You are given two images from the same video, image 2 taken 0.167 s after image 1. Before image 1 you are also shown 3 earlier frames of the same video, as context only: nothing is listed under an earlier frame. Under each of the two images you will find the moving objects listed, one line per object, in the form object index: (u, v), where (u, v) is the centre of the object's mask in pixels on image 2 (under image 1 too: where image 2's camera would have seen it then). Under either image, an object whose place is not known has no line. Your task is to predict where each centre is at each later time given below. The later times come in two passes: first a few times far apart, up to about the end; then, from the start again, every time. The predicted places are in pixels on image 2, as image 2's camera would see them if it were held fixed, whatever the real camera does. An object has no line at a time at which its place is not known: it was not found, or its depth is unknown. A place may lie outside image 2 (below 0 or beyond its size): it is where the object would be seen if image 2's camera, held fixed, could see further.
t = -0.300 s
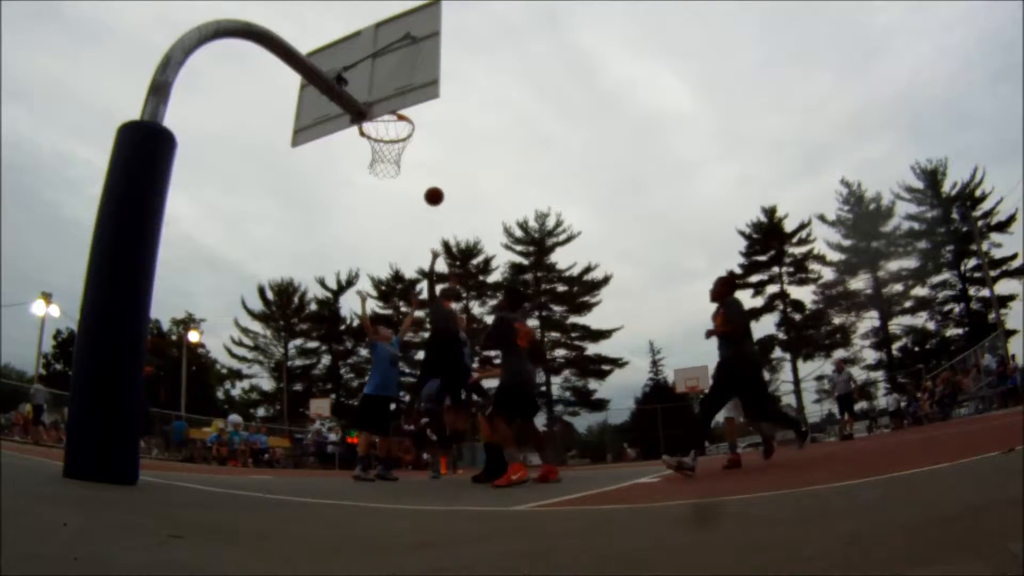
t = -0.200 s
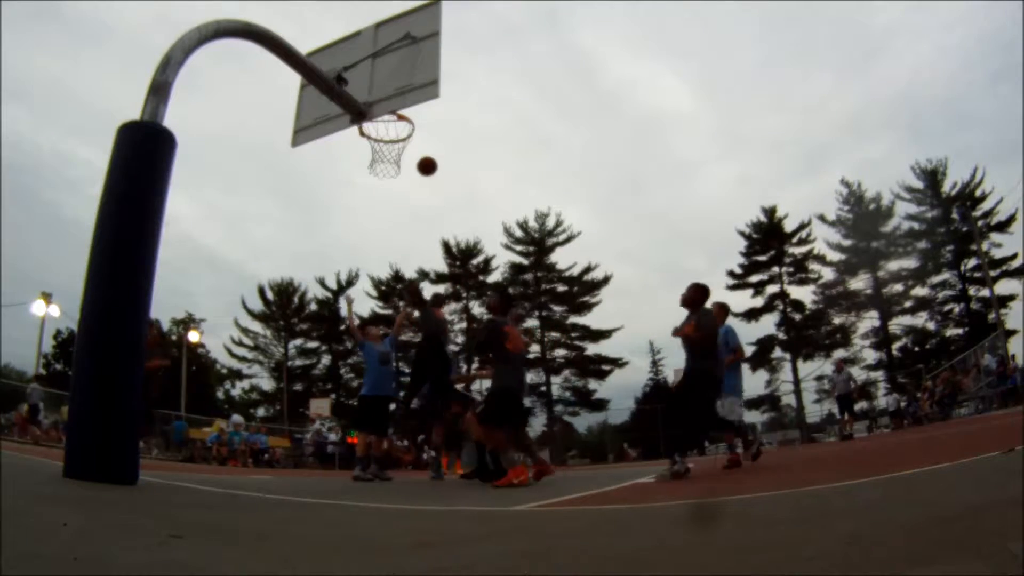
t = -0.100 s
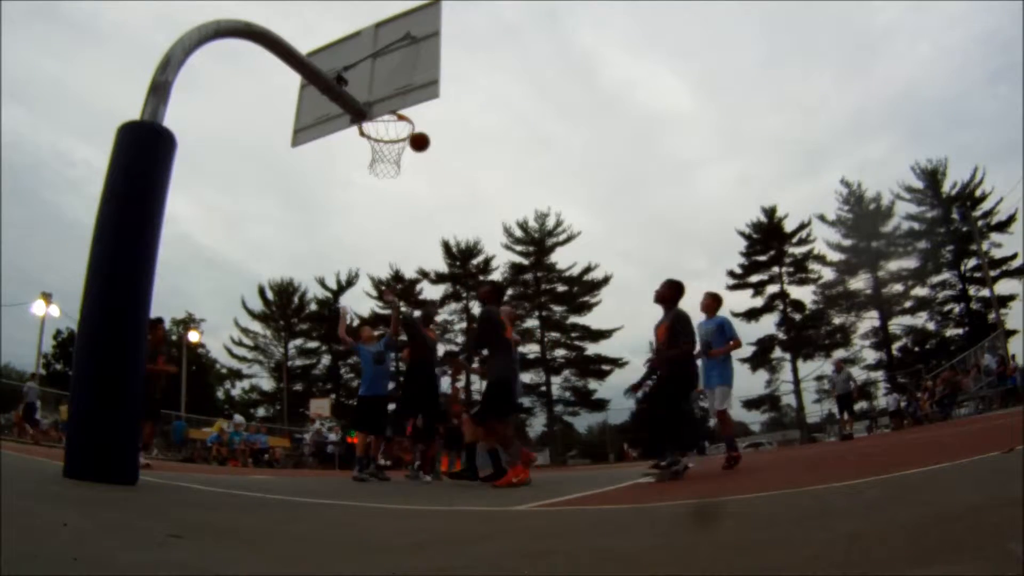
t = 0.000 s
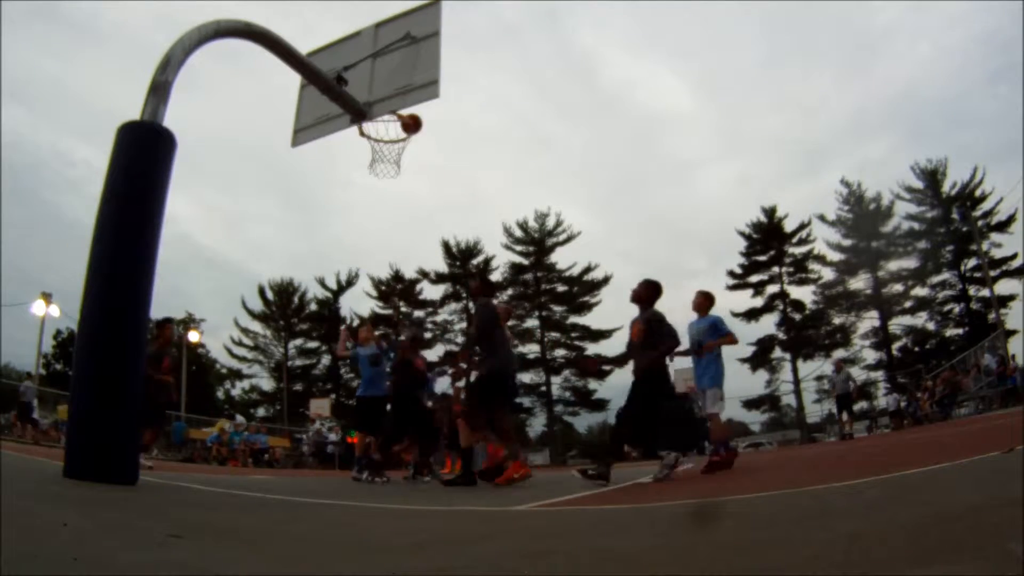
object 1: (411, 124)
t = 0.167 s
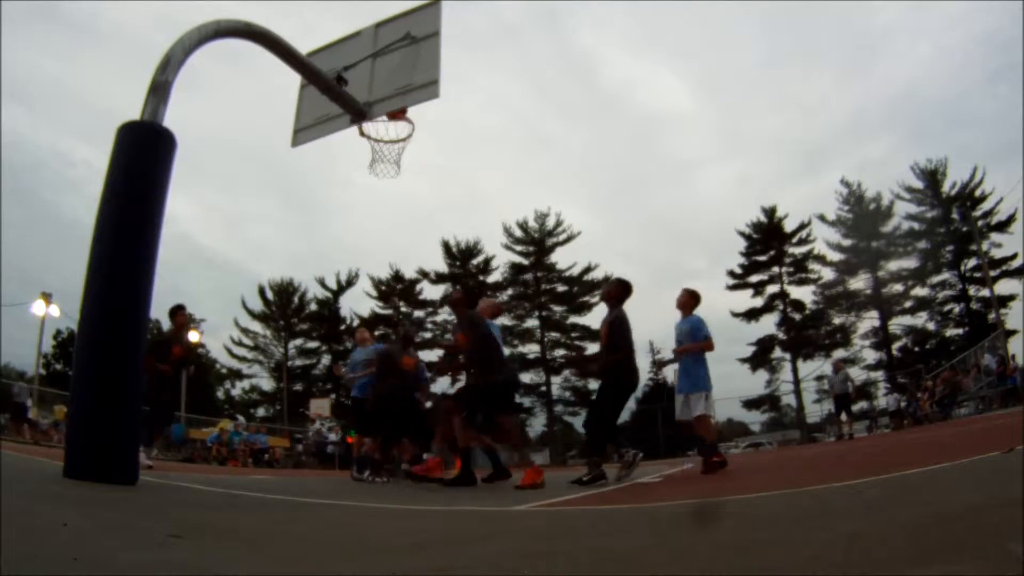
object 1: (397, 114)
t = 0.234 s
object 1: (392, 116)
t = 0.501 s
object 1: (413, 129)
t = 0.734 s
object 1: (442, 167)
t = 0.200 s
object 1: (394, 115)
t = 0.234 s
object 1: (392, 116)
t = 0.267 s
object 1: (387, 117)
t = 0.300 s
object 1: (383, 119)
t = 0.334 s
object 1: (386, 120)
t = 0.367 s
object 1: (392, 121)
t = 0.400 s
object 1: (399, 124)
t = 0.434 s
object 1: (404, 127)
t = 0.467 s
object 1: (408, 127)
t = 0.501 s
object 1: (413, 129)
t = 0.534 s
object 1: (418, 132)
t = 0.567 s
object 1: (422, 136)
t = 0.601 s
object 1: (426, 140)
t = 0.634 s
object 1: (430, 146)
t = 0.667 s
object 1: (434, 152)
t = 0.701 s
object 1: (438, 159)
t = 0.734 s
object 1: (442, 167)
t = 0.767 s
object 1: (446, 176)
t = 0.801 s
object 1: (450, 186)
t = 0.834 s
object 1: (454, 197)
